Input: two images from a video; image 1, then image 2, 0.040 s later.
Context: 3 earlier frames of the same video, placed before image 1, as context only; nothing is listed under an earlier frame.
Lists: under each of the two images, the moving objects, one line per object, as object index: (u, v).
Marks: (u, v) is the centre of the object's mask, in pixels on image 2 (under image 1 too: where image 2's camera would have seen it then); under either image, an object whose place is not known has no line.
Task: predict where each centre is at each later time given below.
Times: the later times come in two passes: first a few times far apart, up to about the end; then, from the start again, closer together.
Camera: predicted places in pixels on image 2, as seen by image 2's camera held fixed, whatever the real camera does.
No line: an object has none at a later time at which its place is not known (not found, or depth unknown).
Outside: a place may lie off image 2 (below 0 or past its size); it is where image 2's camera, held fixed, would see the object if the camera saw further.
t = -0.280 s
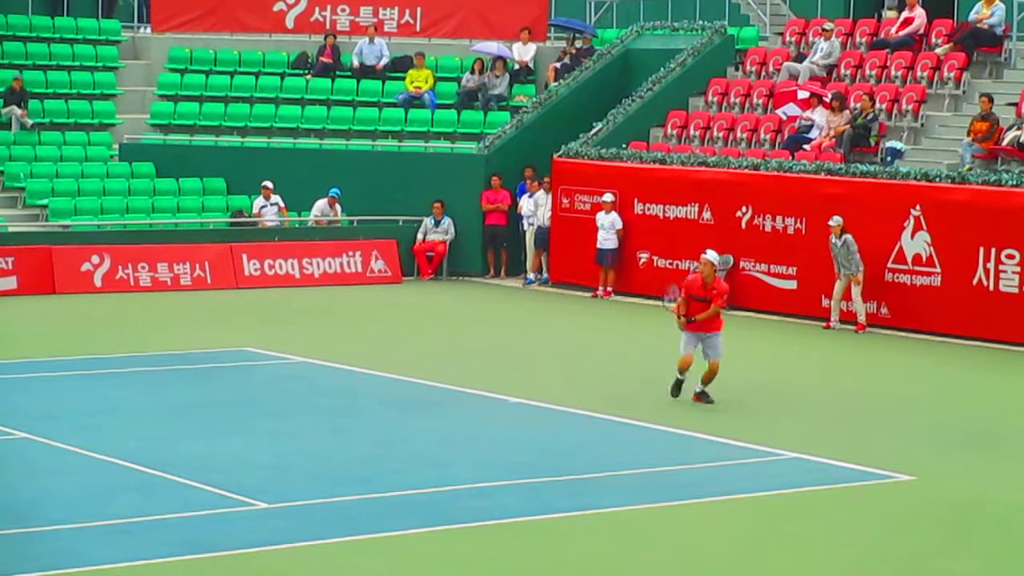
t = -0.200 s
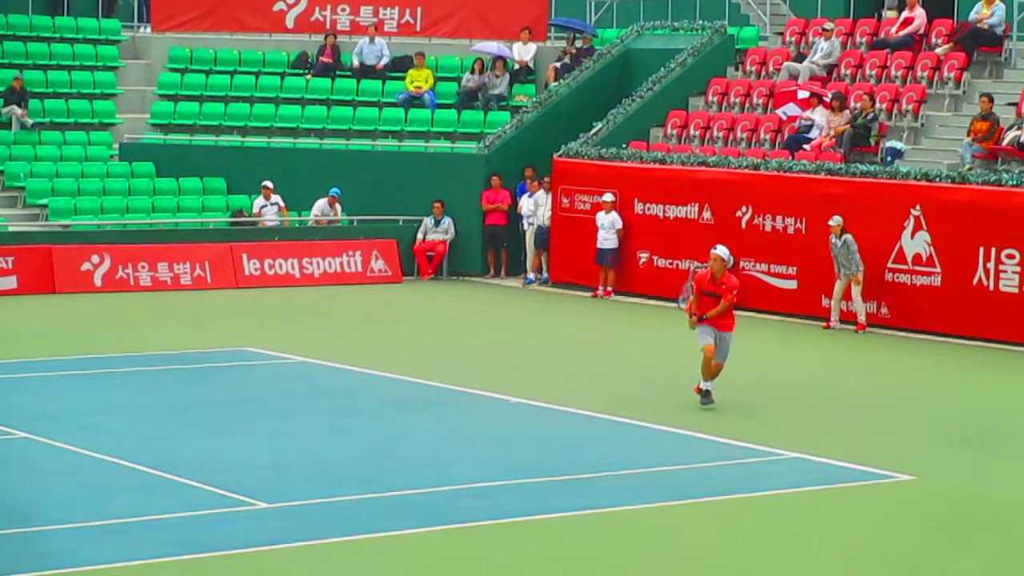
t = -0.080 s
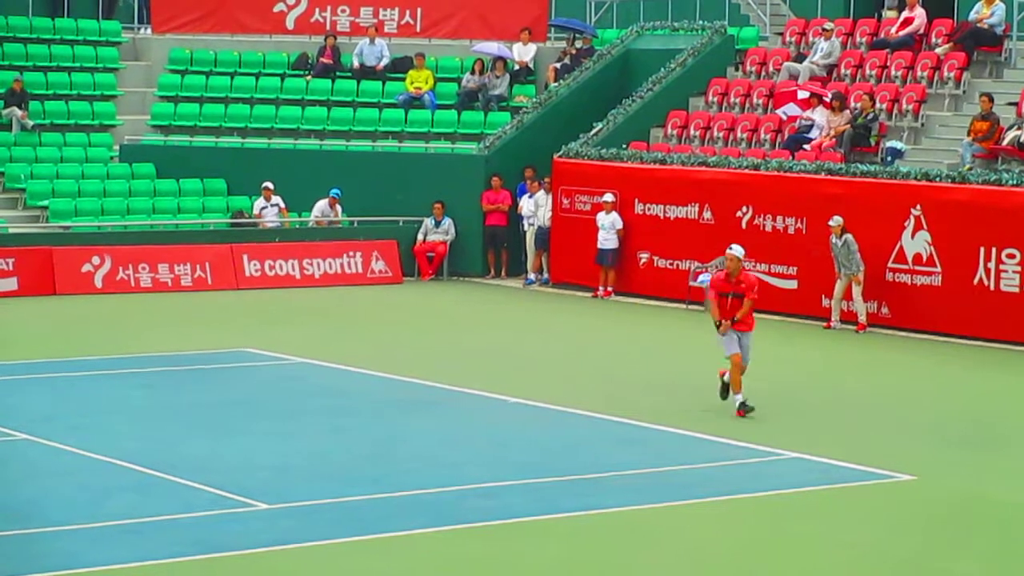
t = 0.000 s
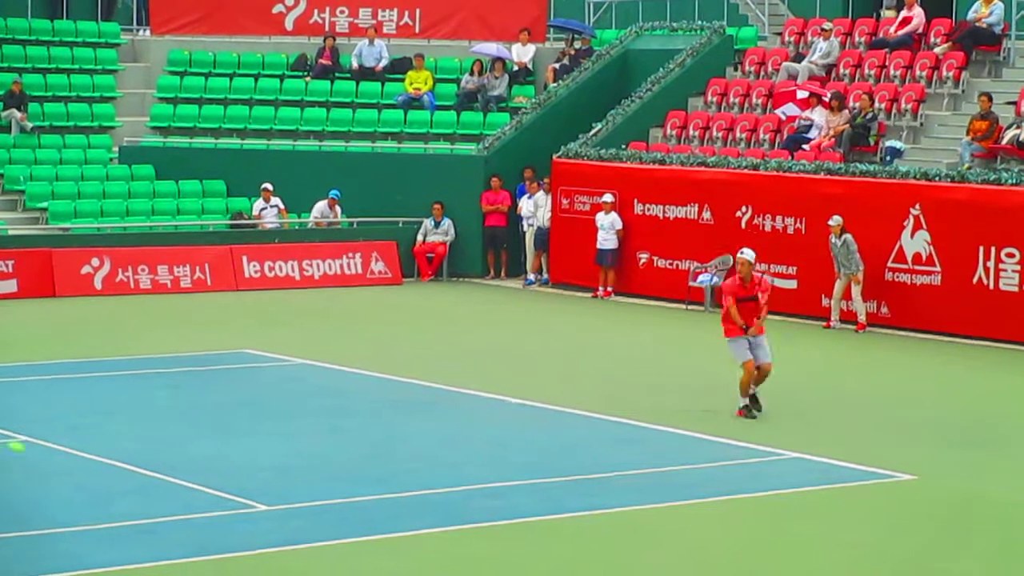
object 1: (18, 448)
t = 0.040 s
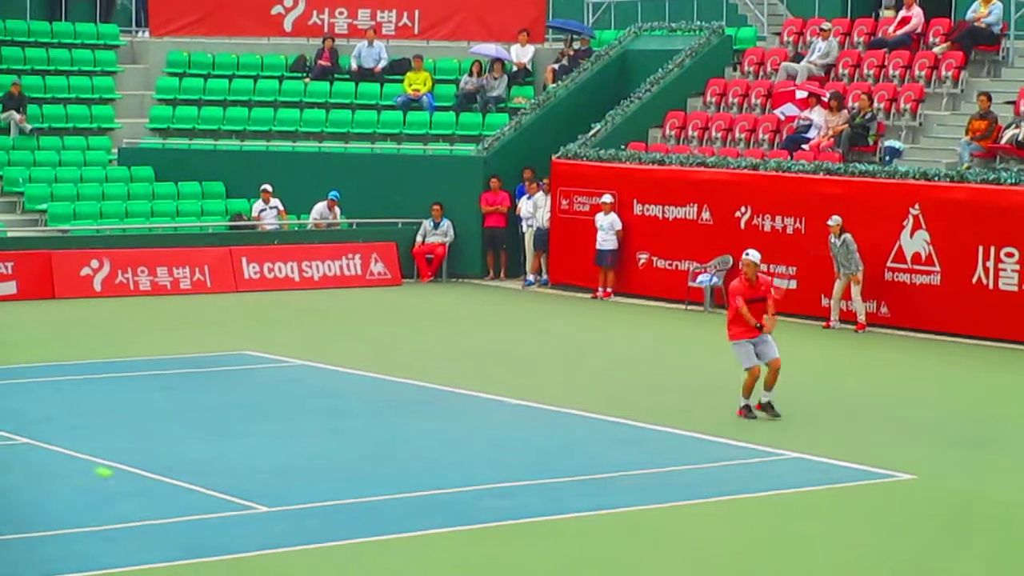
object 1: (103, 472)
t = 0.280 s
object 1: (434, 374)
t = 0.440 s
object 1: (613, 343)
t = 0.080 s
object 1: (173, 475)
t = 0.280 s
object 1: (434, 374)
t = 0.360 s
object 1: (526, 354)
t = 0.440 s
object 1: (613, 343)
